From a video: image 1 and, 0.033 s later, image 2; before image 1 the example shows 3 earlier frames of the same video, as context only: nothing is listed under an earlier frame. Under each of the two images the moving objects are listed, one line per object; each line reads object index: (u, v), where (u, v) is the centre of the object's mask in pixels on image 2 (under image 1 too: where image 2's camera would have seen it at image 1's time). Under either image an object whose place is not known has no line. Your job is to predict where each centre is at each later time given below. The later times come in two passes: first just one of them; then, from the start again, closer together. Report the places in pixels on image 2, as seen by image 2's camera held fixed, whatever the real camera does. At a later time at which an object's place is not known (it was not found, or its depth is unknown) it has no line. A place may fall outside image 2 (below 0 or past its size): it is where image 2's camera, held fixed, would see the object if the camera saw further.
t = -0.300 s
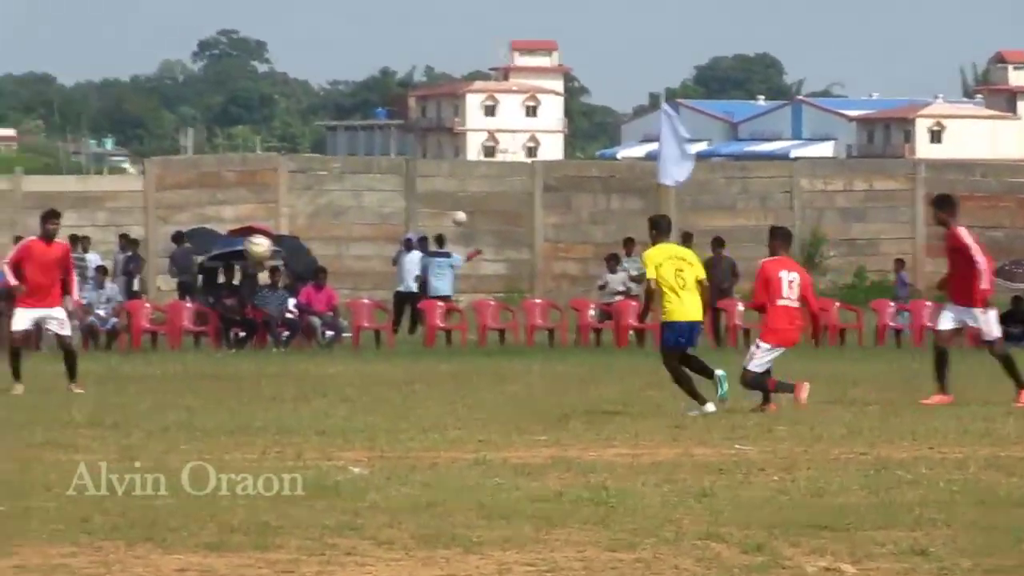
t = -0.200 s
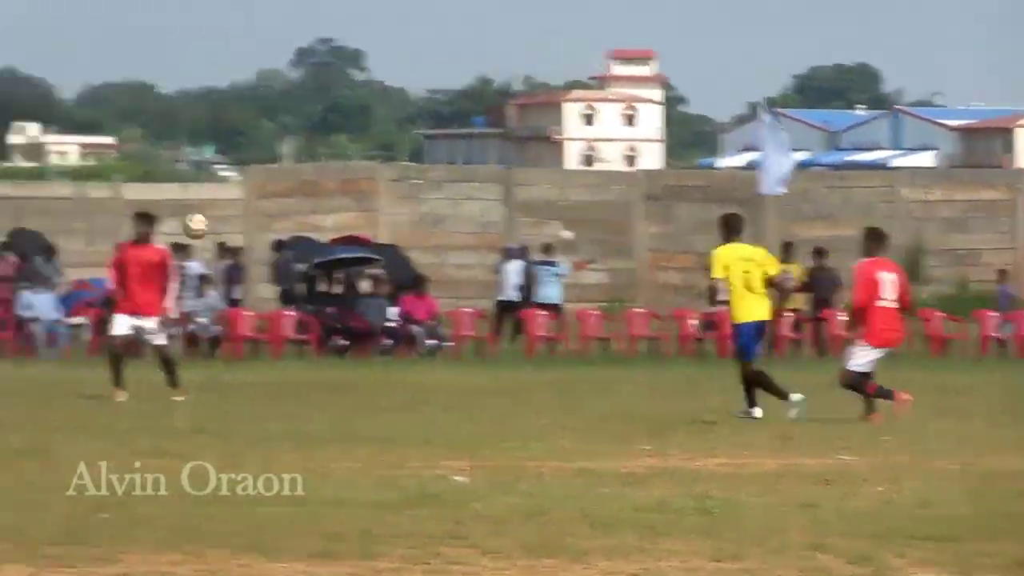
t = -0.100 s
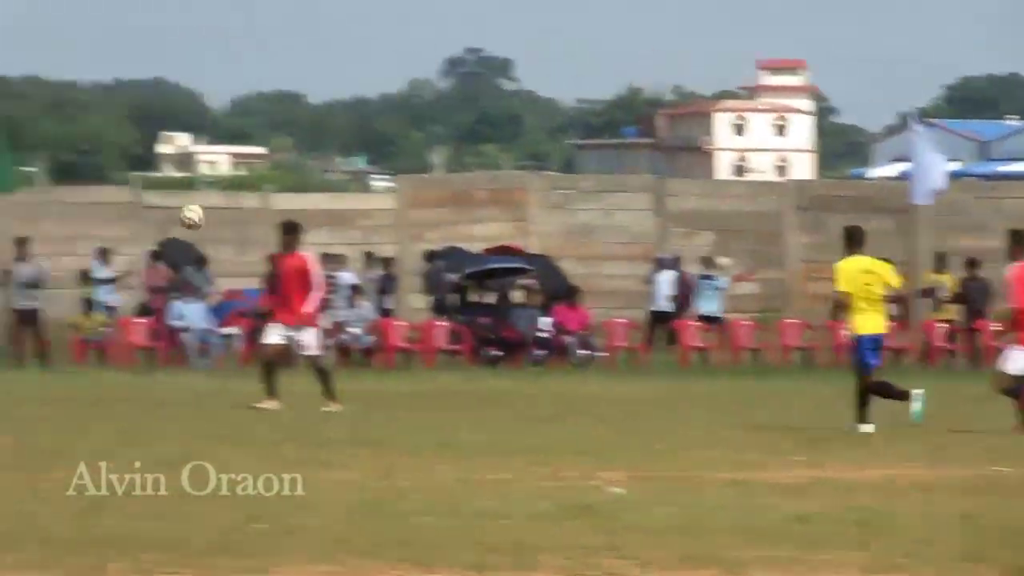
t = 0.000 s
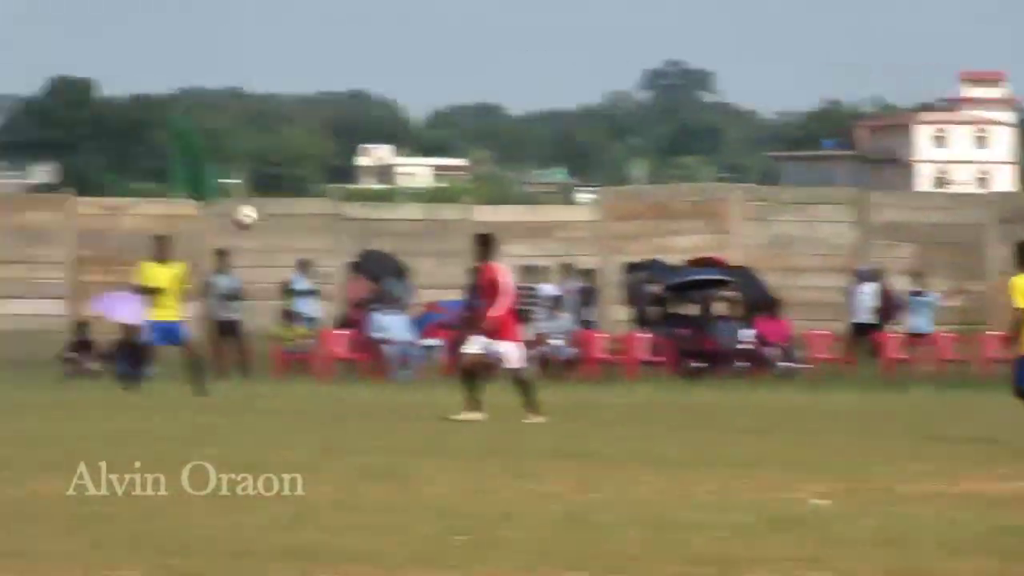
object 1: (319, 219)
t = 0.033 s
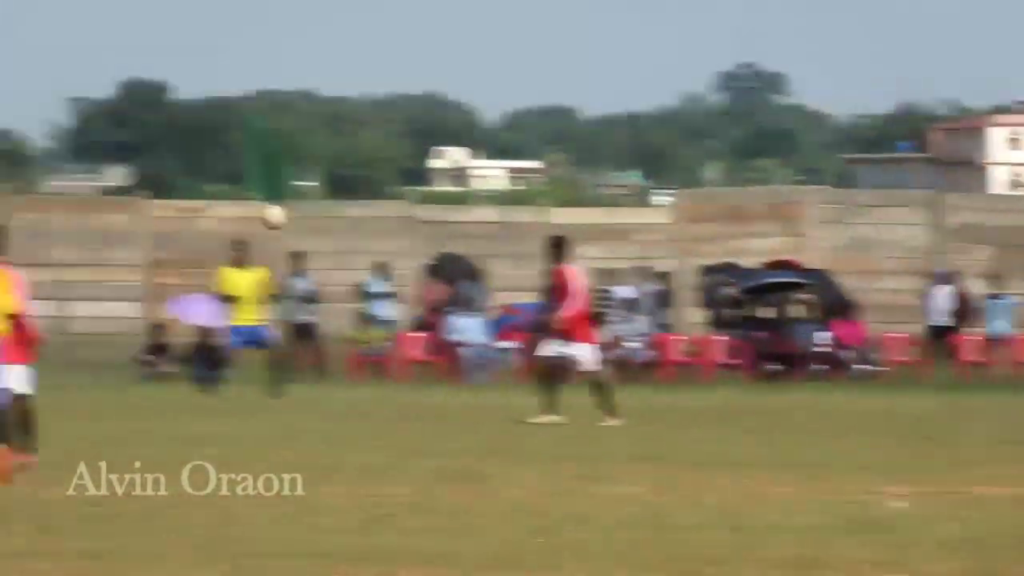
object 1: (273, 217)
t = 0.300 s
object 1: (-73, 226)
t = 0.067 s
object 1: (227, 215)
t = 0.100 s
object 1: (183, 216)
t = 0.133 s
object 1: (139, 216)
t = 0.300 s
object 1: (-73, 226)
